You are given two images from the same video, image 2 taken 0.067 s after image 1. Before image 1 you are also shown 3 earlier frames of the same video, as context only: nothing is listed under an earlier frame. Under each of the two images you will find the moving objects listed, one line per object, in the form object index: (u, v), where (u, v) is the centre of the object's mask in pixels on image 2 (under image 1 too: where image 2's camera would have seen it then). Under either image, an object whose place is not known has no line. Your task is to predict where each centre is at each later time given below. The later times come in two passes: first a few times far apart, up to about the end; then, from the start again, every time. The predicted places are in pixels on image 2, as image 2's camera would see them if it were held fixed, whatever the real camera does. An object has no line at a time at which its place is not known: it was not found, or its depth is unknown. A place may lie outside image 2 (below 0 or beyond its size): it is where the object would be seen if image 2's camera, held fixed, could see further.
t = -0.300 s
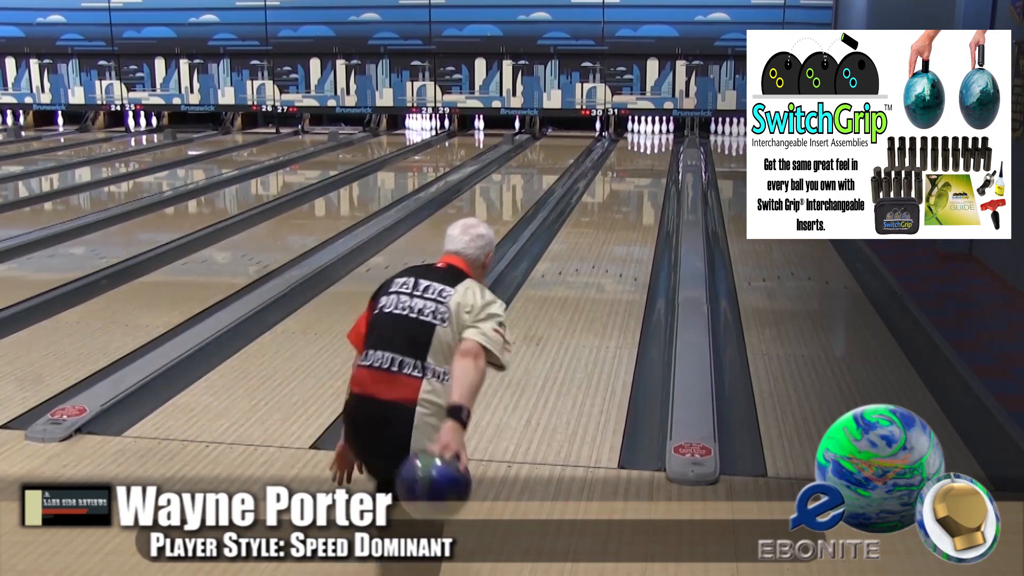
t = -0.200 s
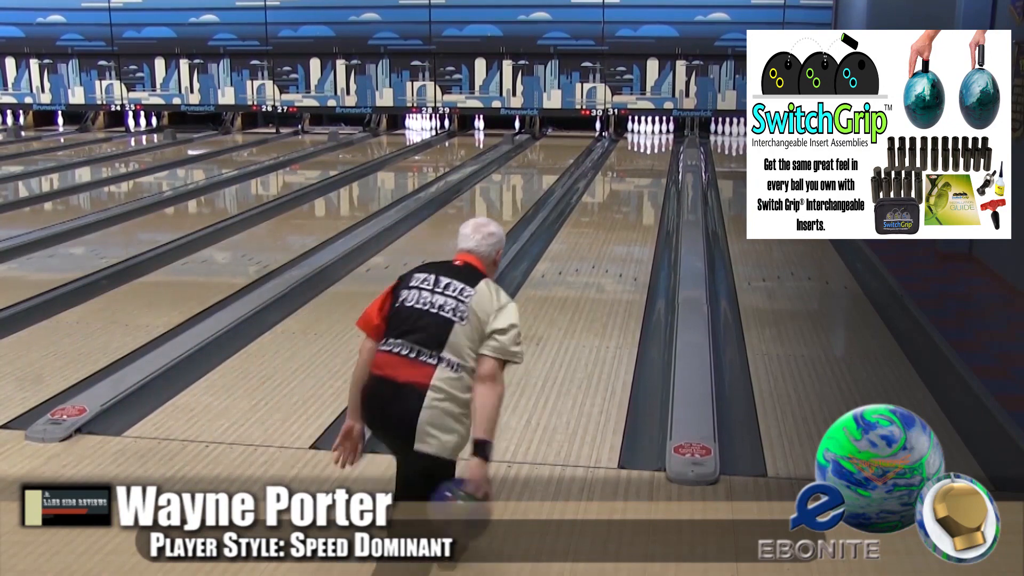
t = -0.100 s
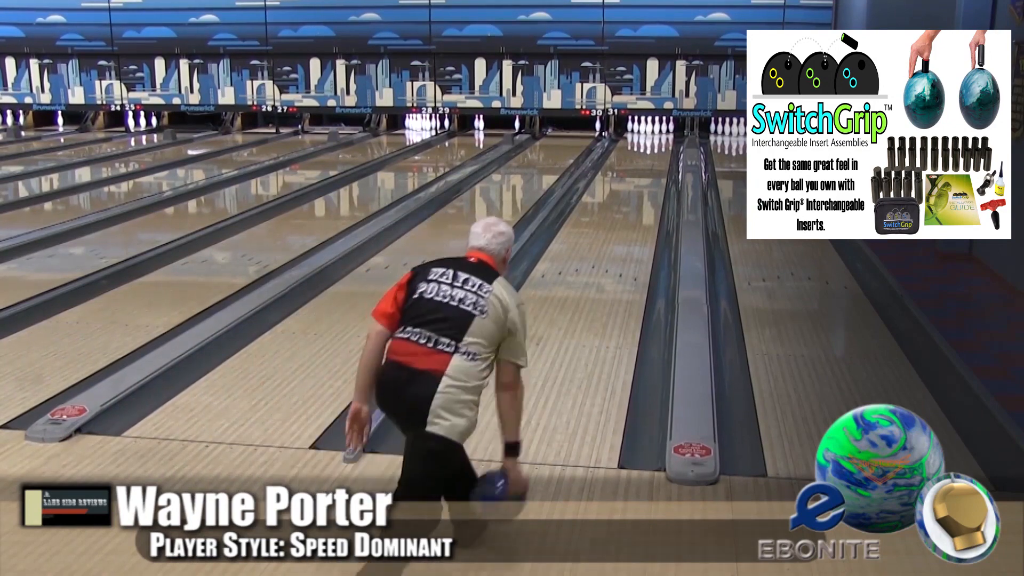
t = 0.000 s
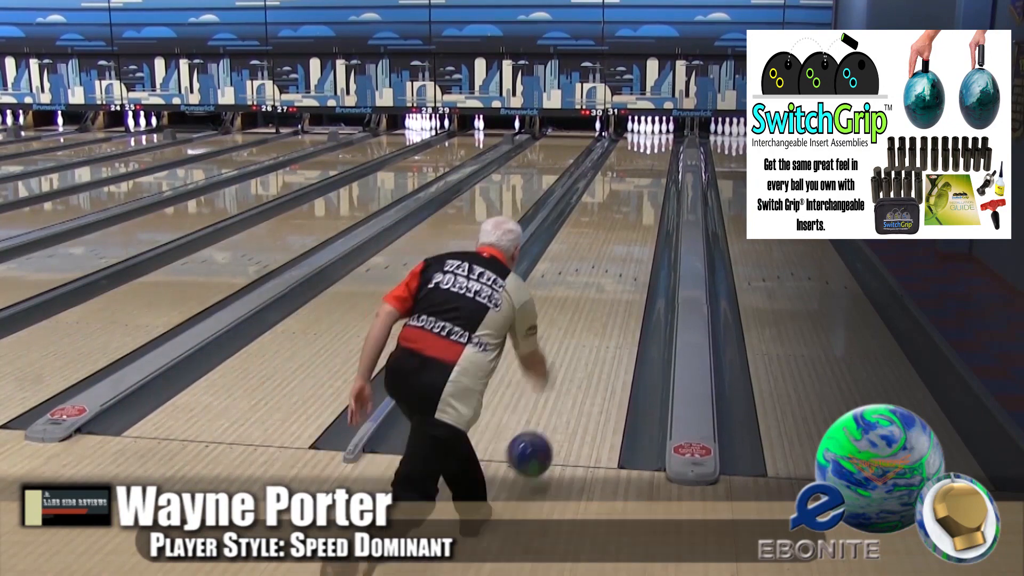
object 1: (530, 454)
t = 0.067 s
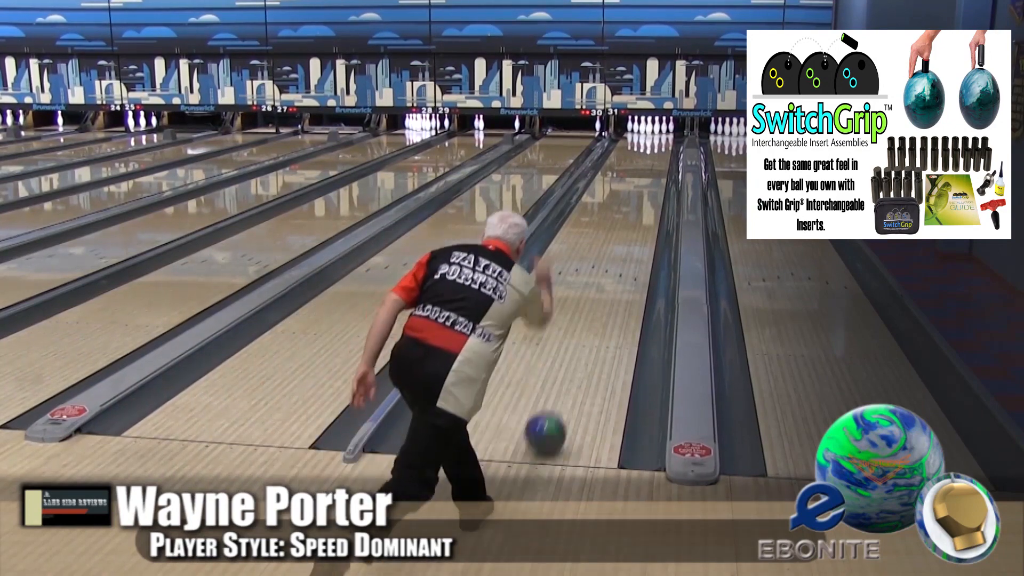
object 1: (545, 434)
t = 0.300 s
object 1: (583, 343)
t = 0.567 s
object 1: (609, 278)
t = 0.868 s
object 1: (627, 232)
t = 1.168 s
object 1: (639, 201)
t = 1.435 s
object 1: (647, 180)
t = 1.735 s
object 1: (652, 163)
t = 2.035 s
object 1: (655, 151)
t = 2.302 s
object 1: (654, 141)
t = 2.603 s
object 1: (652, 133)
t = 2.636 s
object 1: (651, 132)
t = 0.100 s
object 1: (552, 415)
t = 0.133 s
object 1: (558, 398)
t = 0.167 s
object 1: (564, 385)
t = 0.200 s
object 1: (569, 375)
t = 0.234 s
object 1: (574, 364)
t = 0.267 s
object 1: (579, 353)
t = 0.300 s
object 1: (583, 343)
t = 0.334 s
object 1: (587, 332)
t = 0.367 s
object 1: (591, 324)
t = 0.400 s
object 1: (594, 315)
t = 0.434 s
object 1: (597, 307)
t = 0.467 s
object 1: (600, 299)
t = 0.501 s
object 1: (603, 292)
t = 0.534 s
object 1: (606, 285)
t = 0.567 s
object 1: (609, 278)
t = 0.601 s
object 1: (611, 272)
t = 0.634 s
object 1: (613, 266)
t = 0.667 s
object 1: (616, 261)
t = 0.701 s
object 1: (618, 255)
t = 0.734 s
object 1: (620, 250)
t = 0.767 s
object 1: (622, 246)
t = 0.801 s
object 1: (624, 241)
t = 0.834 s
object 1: (625, 236)
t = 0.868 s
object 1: (627, 232)
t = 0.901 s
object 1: (629, 228)
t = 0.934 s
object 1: (630, 224)
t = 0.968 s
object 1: (632, 221)
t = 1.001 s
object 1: (633, 217)
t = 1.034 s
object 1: (634, 214)
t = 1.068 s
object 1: (636, 210)
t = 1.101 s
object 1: (637, 207)
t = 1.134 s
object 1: (638, 204)
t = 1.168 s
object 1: (639, 201)
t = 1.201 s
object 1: (640, 198)
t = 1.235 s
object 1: (641, 195)
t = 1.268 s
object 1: (642, 192)
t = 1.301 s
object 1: (643, 190)
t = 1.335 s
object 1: (644, 188)
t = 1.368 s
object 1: (645, 185)
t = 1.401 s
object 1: (646, 183)
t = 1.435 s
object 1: (647, 180)
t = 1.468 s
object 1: (647, 178)
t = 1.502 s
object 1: (648, 176)
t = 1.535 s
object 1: (649, 174)
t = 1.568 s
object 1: (649, 172)
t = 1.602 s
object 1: (650, 170)
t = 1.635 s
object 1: (650, 168)
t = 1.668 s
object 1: (651, 167)
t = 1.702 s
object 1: (651, 165)
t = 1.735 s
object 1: (652, 163)
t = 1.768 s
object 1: (652, 162)
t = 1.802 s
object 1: (652, 160)
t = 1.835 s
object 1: (653, 159)
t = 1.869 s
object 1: (653, 157)
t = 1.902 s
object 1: (653, 156)
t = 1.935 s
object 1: (654, 155)
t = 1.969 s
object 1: (654, 153)
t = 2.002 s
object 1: (654, 152)
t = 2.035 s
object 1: (655, 151)
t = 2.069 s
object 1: (654, 149)
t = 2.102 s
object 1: (655, 148)
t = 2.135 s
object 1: (654, 147)
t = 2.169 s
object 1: (655, 145)
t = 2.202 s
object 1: (654, 144)
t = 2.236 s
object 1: (655, 143)
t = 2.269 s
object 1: (655, 142)
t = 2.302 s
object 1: (654, 141)
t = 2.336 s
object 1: (654, 140)
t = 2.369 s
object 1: (654, 139)
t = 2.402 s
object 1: (654, 138)
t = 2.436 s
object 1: (653, 137)
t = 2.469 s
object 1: (653, 136)
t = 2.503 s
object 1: (653, 135)
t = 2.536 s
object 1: (652, 135)
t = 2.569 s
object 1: (652, 134)
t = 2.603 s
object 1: (652, 133)
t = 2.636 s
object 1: (651, 132)
